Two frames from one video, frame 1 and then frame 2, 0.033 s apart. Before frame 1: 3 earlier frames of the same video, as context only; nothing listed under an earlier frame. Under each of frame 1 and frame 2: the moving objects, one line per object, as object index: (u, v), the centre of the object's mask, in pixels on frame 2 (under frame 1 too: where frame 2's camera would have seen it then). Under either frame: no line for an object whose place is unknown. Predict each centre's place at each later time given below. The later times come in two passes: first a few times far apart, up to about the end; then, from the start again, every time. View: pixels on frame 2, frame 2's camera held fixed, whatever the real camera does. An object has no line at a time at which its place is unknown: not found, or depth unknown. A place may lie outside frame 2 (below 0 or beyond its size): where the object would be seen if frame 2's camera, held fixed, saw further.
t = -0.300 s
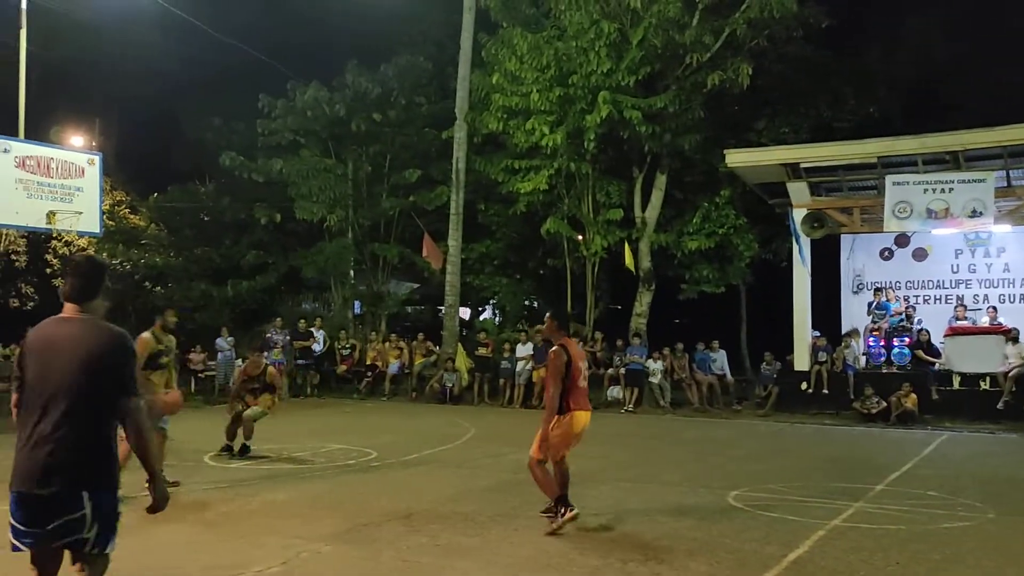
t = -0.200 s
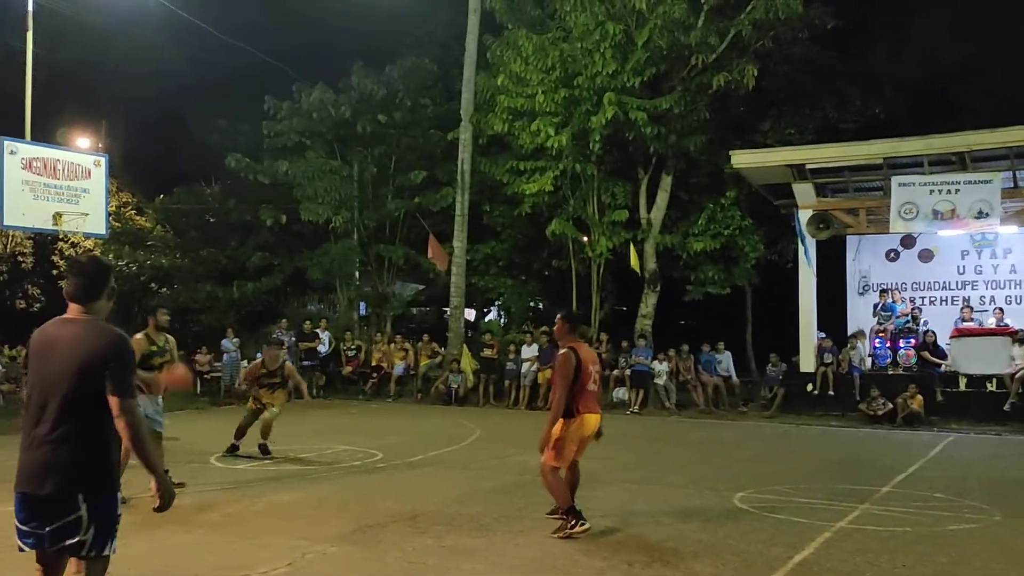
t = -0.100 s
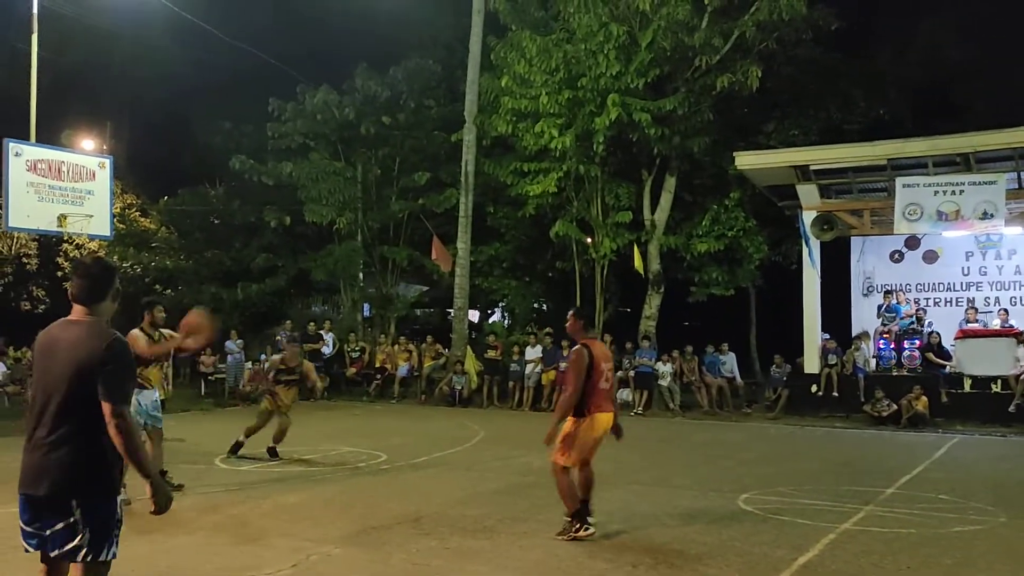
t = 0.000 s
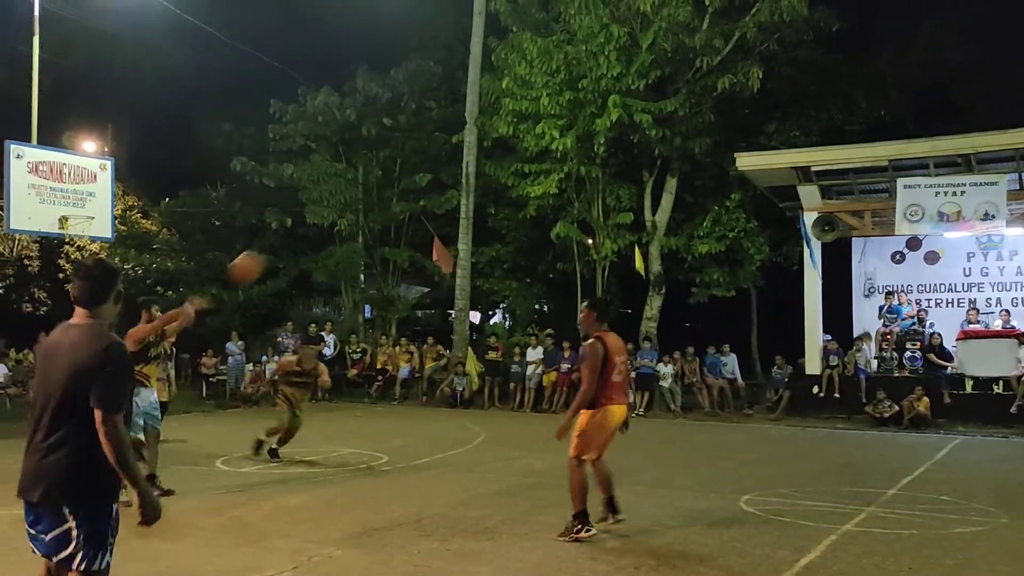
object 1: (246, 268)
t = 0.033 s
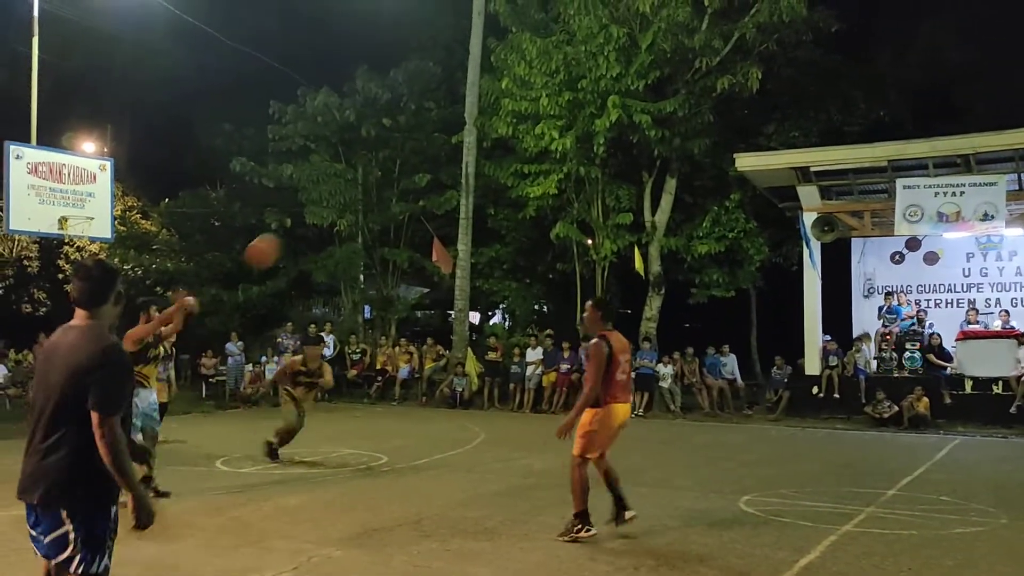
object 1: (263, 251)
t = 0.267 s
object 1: (406, 143)
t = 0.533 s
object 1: (624, 81)
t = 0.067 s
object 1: (282, 234)
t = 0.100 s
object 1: (301, 216)
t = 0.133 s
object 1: (320, 202)
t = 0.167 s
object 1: (341, 185)
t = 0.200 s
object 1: (362, 169)
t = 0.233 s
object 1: (382, 156)
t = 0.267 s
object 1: (406, 143)
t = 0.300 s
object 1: (429, 131)
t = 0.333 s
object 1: (451, 121)
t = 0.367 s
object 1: (480, 112)
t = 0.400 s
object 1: (506, 101)
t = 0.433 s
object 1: (534, 96)
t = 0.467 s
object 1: (563, 89)
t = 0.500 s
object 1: (594, 84)
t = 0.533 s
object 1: (624, 81)
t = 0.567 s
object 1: (657, 78)
